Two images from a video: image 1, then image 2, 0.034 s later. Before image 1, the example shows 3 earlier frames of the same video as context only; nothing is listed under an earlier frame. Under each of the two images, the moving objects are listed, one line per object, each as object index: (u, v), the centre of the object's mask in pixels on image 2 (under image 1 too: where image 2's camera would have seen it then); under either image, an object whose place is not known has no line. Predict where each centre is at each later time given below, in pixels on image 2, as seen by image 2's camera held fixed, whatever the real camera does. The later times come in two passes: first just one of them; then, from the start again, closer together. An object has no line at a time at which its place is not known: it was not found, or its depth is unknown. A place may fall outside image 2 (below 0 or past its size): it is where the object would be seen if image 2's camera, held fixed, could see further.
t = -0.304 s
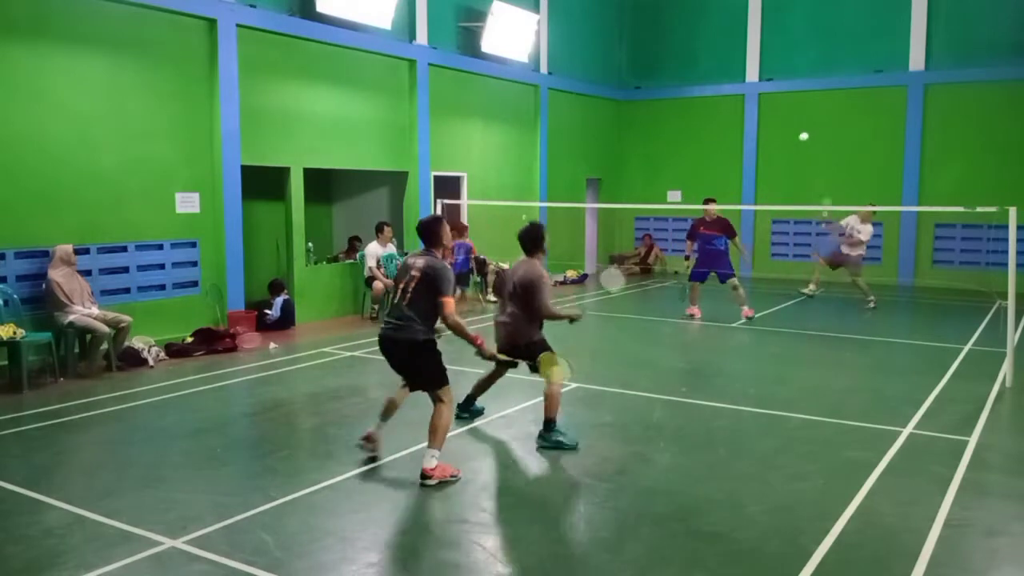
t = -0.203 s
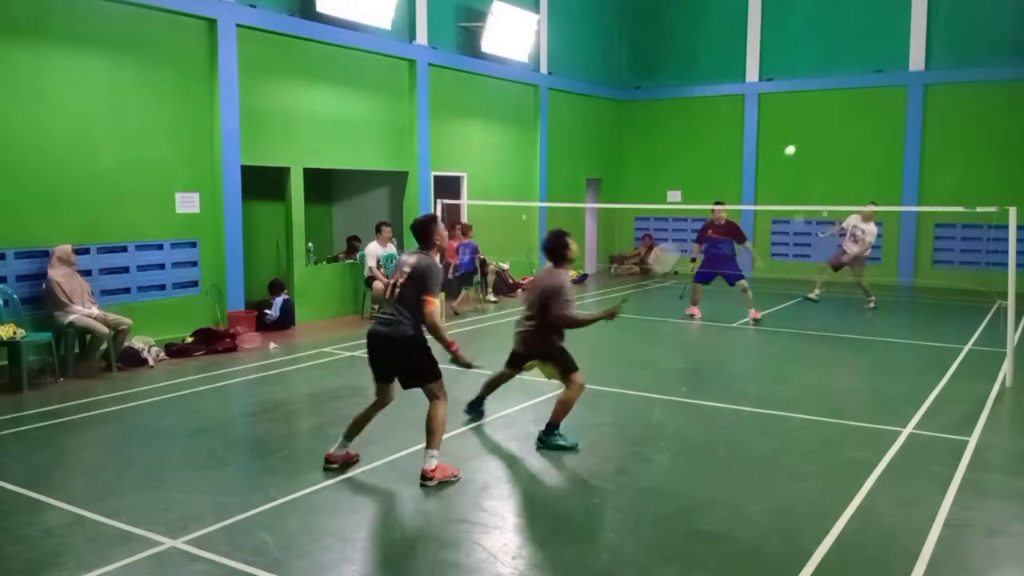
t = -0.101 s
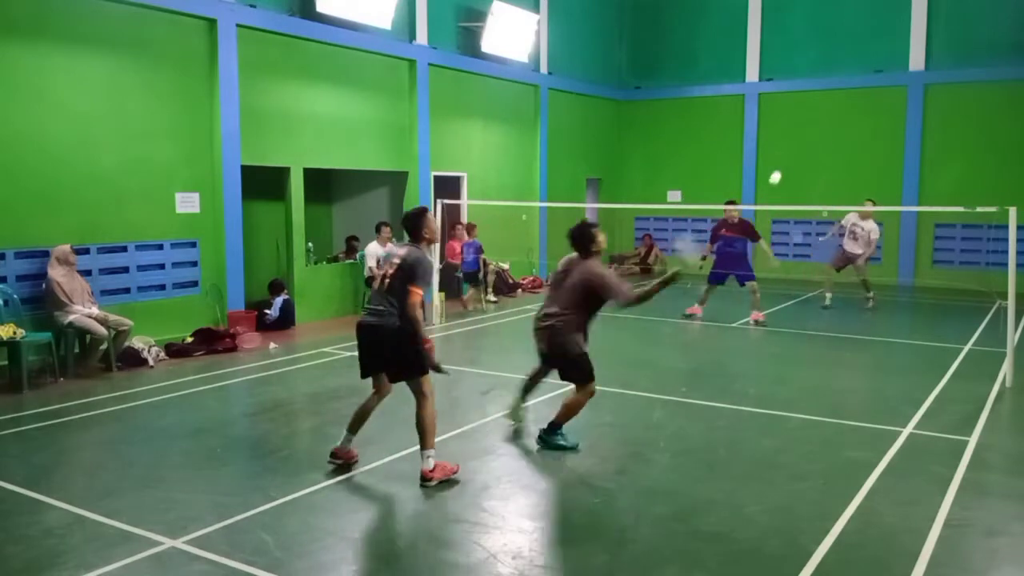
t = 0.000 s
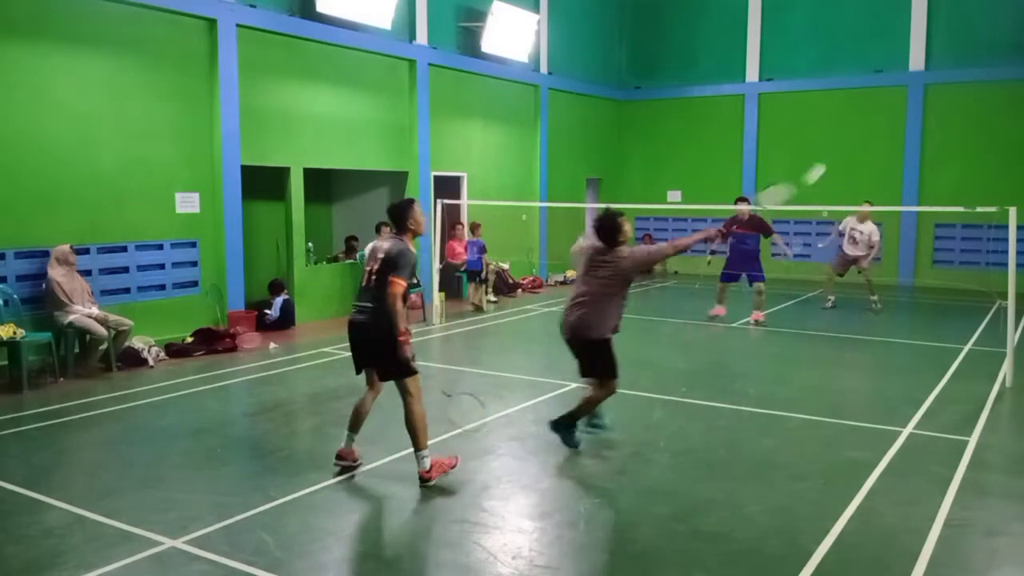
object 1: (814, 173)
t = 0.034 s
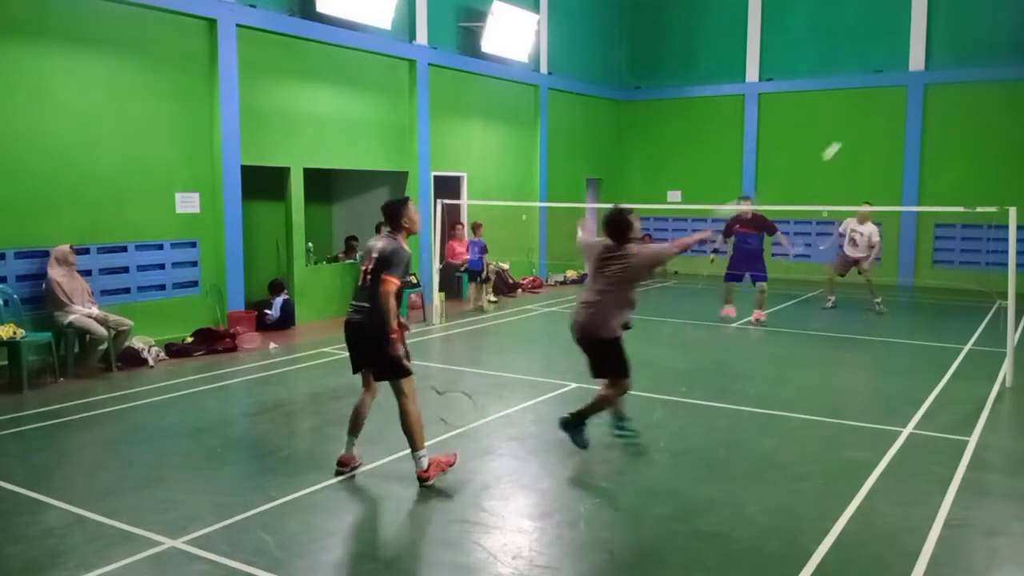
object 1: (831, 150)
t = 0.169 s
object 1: (893, 110)
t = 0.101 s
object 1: (869, 123)
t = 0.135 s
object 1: (881, 115)
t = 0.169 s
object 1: (893, 110)
